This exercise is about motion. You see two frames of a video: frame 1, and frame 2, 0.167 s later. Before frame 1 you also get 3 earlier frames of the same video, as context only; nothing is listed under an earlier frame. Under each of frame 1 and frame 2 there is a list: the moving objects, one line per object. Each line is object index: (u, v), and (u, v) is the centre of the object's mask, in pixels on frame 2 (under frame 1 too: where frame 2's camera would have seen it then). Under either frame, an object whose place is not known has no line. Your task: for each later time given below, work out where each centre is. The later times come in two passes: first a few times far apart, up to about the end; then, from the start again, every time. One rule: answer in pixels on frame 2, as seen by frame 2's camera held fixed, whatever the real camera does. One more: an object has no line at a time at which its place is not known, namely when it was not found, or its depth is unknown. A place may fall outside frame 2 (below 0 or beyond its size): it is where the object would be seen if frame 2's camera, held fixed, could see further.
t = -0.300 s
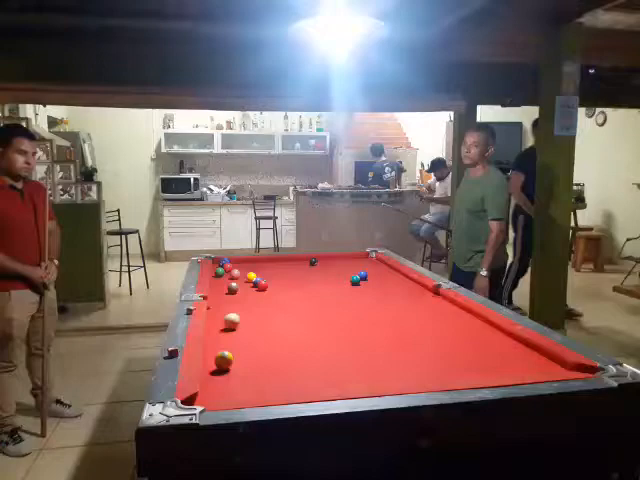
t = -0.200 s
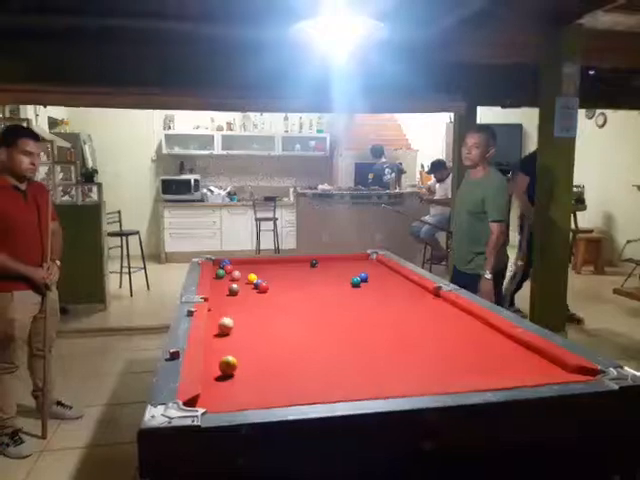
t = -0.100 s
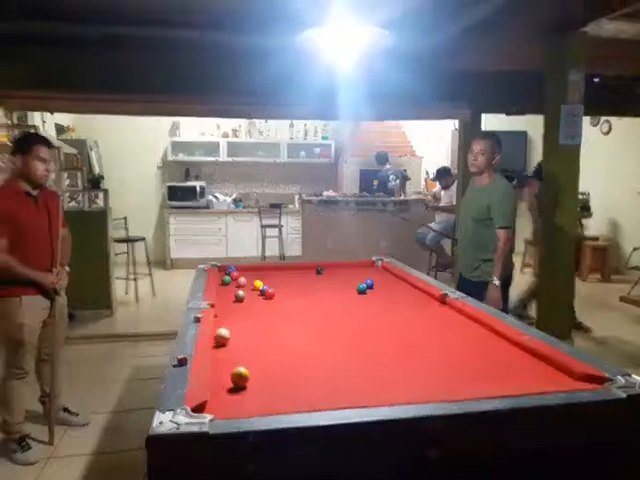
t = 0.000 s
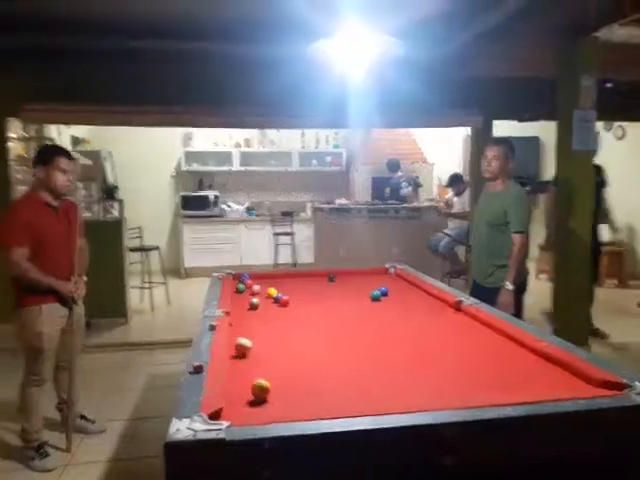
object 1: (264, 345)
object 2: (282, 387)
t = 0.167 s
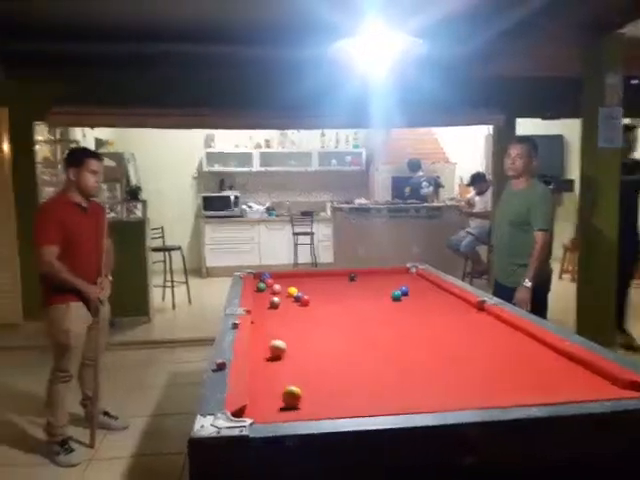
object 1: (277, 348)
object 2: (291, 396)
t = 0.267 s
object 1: (284, 350)
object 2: (297, 400)
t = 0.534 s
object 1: (304, 357)
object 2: (309, 402)
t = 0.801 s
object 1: (323, 361)
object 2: (315, 395)
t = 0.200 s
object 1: (279, 348)
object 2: (293, 397)
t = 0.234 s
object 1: (282, 349)
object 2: (295, 399)
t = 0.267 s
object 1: (284, 350)
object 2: (297, 400)
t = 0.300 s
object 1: (286, 351)
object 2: (299, 401)
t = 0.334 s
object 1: (289, 352)
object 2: (300, 402)
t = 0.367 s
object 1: (291, 353)
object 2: (302, 403)
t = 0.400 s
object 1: (294, 354)
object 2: (304, 403)
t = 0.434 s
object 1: (296, 354)
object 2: (306, 404)
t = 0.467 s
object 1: (299, 355)
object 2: (307, 404)
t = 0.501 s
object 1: (301, 356)
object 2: (308, 403)
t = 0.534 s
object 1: (304, 357)
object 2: (309, 402)
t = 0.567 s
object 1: (306, 357)
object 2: (310, 402)
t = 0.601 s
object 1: (308, 357)
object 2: (311, 401)
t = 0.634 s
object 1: (311, 358)
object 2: (312, 400)
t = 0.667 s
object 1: (313, 359)
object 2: (313, 399)
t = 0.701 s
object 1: (315, 360)
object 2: (313, 399)
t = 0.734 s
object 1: (318, 360)
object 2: (313, 398)
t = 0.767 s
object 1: (321, 361)
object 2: (315, 397)
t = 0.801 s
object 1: (323, 361)
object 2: (315, 395)
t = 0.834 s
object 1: (325, 362)
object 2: (316, 395)
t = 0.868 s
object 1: (328, 363)
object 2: (316, 394)
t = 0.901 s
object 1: (330, 363)
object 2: (317, 393)
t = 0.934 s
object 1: (332, 364)
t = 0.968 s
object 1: (335, 364)
